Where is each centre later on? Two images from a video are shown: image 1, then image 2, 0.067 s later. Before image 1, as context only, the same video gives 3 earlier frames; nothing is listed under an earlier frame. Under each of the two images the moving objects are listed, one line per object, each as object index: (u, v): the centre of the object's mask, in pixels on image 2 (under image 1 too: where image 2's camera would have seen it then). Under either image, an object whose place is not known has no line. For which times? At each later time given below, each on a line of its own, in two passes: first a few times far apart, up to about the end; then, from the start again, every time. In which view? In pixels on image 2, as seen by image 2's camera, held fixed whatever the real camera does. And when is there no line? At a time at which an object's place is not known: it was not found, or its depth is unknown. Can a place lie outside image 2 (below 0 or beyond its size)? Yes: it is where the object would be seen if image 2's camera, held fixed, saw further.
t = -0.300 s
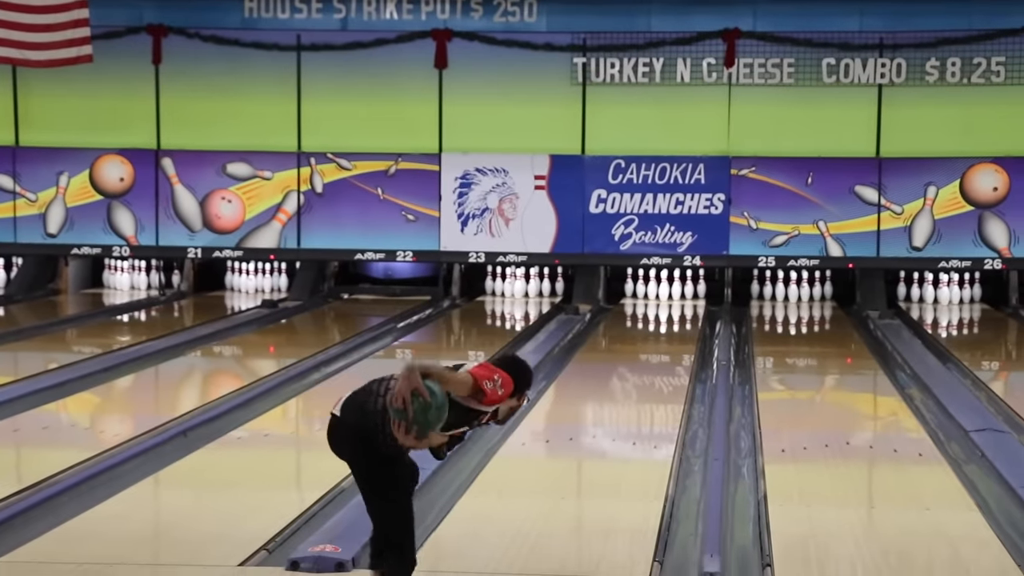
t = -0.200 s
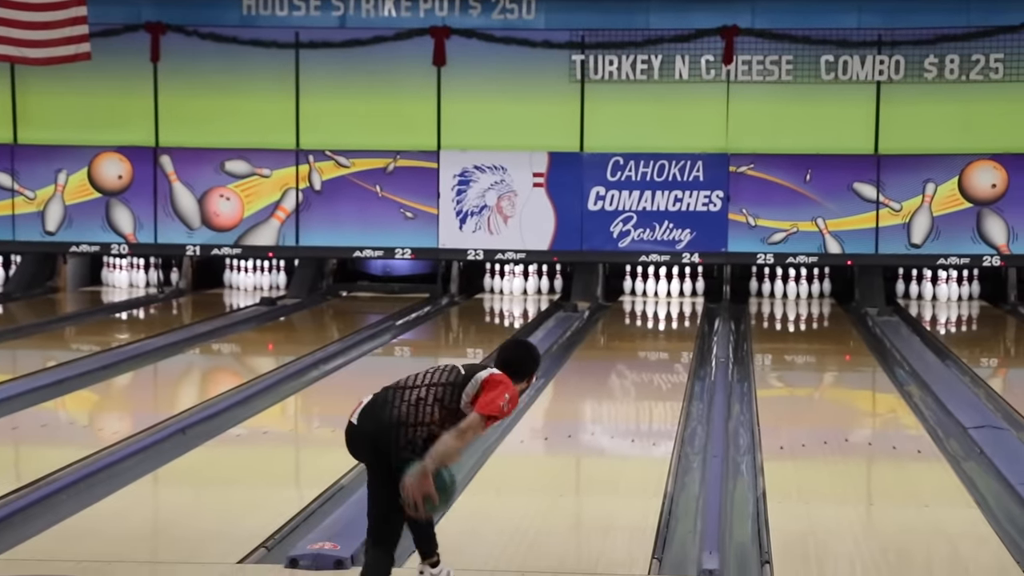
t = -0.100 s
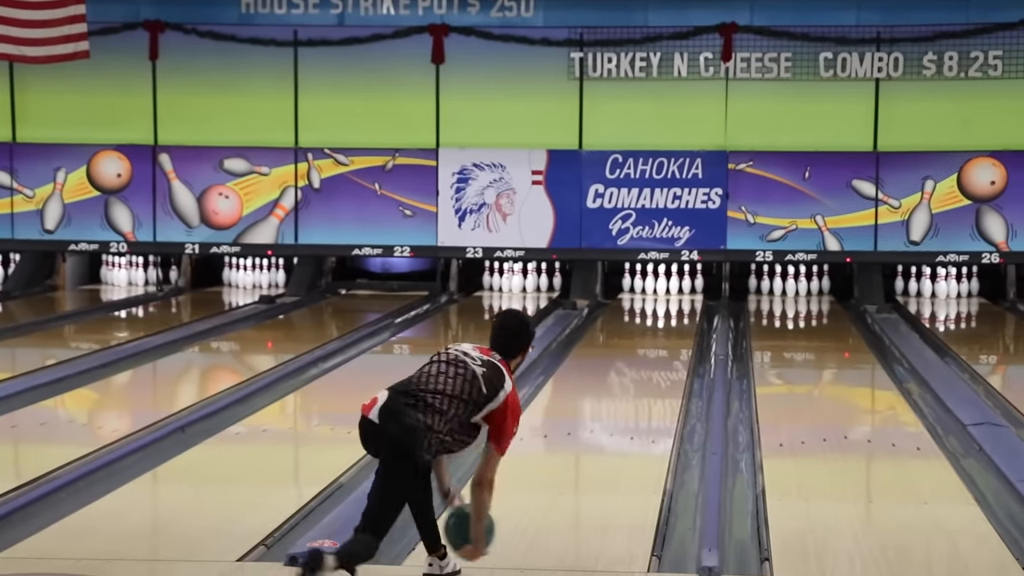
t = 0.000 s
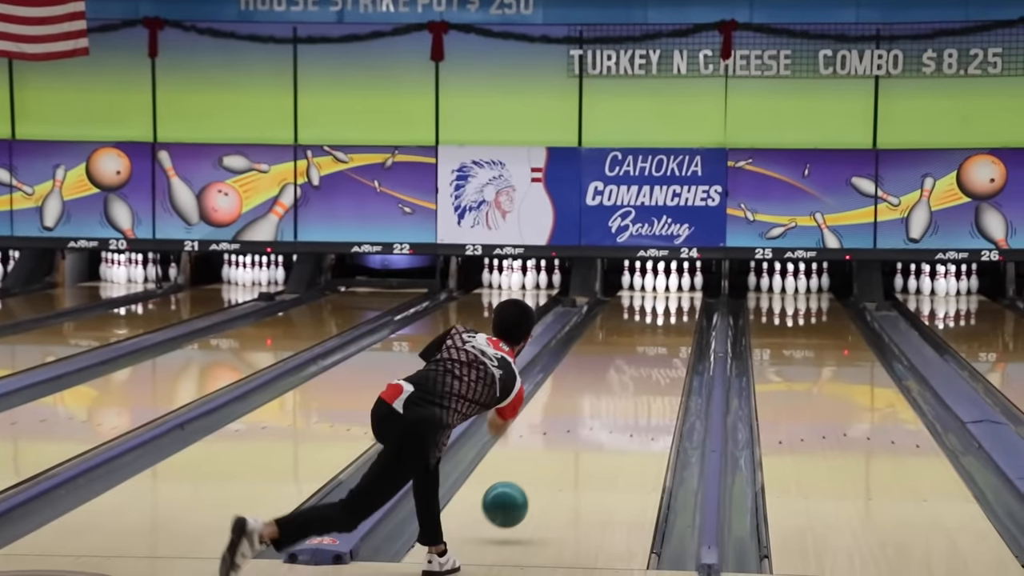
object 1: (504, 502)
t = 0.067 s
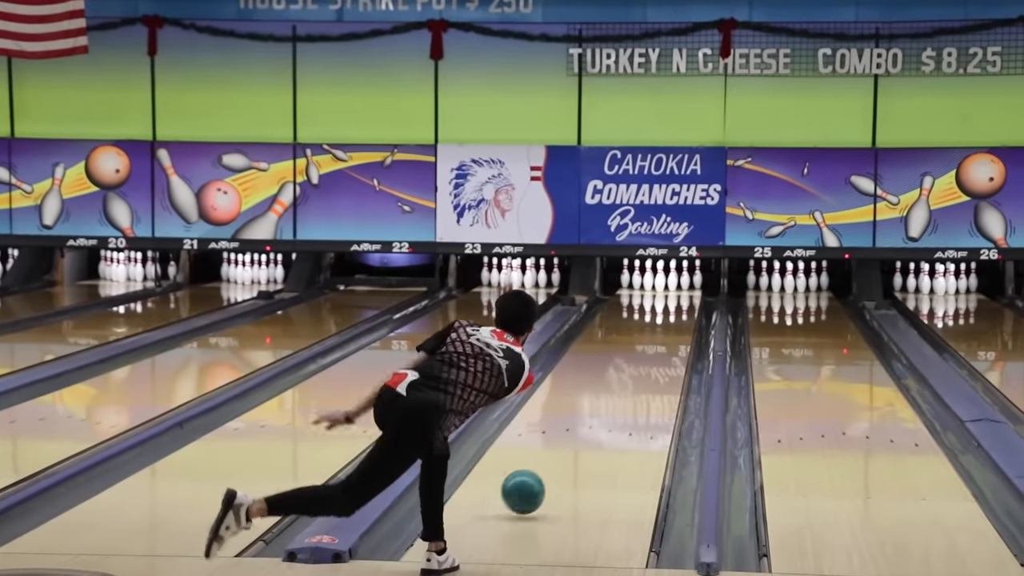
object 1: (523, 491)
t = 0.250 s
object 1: (566, 450)
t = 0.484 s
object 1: (606, 406)
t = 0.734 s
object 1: (636, 371)
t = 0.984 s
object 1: (658, 345)
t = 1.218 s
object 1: (671, 324)
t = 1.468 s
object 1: (677, 308)
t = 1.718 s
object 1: (674, 294)
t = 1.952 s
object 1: (664, 284)
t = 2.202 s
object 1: (652, 277)
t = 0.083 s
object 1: (527, 490)
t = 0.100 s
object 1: (532, 487)
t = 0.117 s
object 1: (536, 482)
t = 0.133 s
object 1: (540, 478)
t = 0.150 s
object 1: (544, 473)
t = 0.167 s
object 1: (548, 469)
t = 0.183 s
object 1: (552, 465)
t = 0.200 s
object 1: (556, 461)
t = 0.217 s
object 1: (559, 457)
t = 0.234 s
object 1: (563, 454)
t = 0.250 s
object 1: (566, 450)
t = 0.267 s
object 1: (569, 446)
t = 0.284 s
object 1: (573, 443)
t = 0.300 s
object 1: (576, 439)
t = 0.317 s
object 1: (579, 436)
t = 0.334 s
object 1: (582, 432)
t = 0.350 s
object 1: (585, 429)
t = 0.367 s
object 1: (587, 426)
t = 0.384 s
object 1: (590, 423)
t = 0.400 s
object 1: (593, 420)
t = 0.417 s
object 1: (596, 417)
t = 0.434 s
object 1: (598, 414)
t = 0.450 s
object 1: (601, 411)
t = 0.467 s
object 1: (603, 409)
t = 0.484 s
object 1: (606, 406)
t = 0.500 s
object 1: (608, 404)
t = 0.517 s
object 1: (610, 401)
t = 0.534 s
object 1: (613, 399)
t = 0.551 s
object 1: (615, 396)
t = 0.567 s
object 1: (617, 394)
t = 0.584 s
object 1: (619, 391)
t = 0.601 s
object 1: (621, 389)
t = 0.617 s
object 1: (623, 387)
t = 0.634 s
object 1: (625, 384)
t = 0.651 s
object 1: (627, 382)
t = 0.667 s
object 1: (629, 380)
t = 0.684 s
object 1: (631, 377)
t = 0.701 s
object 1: (632, 375)
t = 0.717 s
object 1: (634, 373)
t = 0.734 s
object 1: (636, 371)
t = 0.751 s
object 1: (638, 369)
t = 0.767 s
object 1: (639, 368)
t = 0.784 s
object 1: (641, 366)
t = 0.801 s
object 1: (642, 363)
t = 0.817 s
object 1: (644, 362)
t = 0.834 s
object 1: (645, 360)
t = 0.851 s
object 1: (647, 357)
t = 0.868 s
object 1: (648, 355)
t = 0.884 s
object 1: (650, 354)
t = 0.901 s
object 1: (651, 352)
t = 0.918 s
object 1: (653, 351)
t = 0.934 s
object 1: (654, 349)
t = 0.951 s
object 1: (655, 348)
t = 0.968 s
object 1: (656, 346)
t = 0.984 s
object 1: (658, 345)
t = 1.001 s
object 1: (659, 343)
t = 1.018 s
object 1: (660, 342)
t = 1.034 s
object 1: (661, 340)
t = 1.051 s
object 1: (662, 338)
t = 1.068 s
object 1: (663, 337)
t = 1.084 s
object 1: (665, 336)
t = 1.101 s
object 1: (666, 334)
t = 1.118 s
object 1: (666, 333)
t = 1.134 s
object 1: (667, 331)
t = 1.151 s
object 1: (668, 330)
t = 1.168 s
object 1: (669, 328)
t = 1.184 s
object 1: (669, 327)
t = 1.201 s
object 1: (670, 326)
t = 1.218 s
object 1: (671, 324)
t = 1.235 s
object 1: (671, 323)
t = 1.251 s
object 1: (673, 322)
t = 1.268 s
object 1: (673, 321)
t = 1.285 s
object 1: (673, 320)
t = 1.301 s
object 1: (674, 318)
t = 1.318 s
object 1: (674, 317)
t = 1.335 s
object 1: (674, 316)
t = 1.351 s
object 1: (674, 315)
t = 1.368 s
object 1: (676, 313)
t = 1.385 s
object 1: (676, 312)
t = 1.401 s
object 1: (677, 311)
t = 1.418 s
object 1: (677, 310)
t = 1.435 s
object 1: (677, 309)
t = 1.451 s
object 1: (677, 309)
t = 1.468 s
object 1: (677, 308)
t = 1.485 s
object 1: (677, 306)
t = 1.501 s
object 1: (677, 306)
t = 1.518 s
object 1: (677, 304)
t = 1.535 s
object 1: (677, 304)
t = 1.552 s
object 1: (677, 303)
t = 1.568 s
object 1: (677, 302)
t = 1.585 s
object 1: (677, 301)
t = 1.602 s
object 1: (677, 300)
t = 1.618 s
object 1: (676, 299)
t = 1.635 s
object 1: (676, 298)
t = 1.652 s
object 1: (676, 297)
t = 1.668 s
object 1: (675, 296)
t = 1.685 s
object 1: (675, 296)
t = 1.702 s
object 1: (674, 295)
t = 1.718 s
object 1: (674, 294)
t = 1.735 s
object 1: (673, 293)
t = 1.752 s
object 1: (673, 292)
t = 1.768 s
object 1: (672, 292)
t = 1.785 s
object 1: (672, 291)
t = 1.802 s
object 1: (671, 290)
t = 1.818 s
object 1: (670, 290)
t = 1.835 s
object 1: (669, 289)
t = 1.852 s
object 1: (669, 288)
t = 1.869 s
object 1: (668, 287)
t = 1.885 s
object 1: (667, 287)
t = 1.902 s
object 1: (666, 286)
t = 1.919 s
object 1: (665, 285)
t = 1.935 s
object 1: (665, 284)
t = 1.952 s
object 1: (664, 284)
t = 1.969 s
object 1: (663, 283)
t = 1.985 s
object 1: (663, 283)
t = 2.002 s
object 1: (662, 282)
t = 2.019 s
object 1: (662, 281)
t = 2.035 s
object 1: (662, 280)
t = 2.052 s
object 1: (661, 280)
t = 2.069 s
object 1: (660, 280)
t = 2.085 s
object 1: (659, 279)
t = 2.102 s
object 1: (659, 279)
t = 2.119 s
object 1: (657, 279)
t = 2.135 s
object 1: (656, 278)
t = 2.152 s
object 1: (656, 278)
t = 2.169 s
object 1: (654, 278)
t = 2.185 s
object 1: (653, 278)
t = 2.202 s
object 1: (652, 277)
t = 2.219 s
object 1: (651, 277)
